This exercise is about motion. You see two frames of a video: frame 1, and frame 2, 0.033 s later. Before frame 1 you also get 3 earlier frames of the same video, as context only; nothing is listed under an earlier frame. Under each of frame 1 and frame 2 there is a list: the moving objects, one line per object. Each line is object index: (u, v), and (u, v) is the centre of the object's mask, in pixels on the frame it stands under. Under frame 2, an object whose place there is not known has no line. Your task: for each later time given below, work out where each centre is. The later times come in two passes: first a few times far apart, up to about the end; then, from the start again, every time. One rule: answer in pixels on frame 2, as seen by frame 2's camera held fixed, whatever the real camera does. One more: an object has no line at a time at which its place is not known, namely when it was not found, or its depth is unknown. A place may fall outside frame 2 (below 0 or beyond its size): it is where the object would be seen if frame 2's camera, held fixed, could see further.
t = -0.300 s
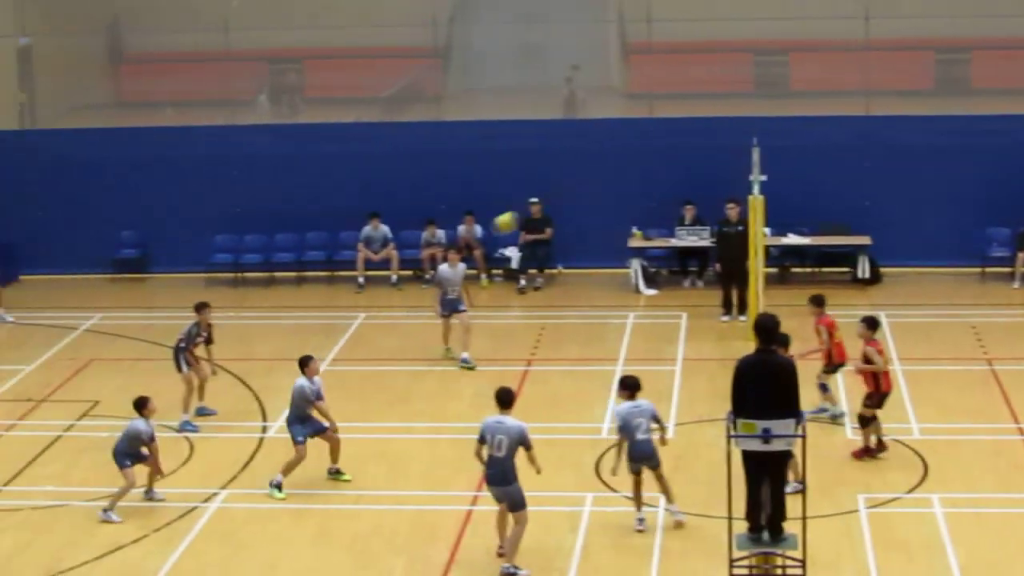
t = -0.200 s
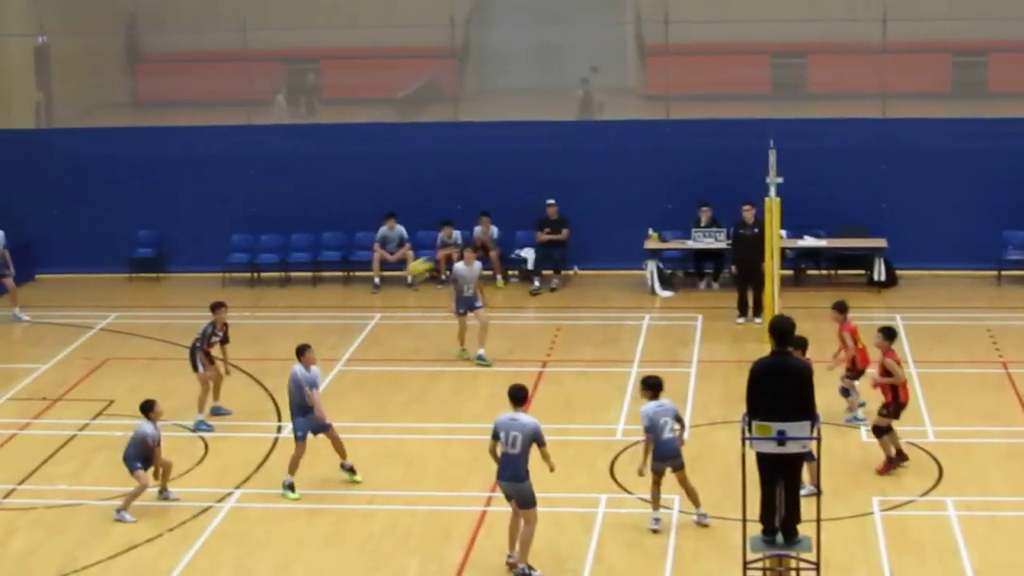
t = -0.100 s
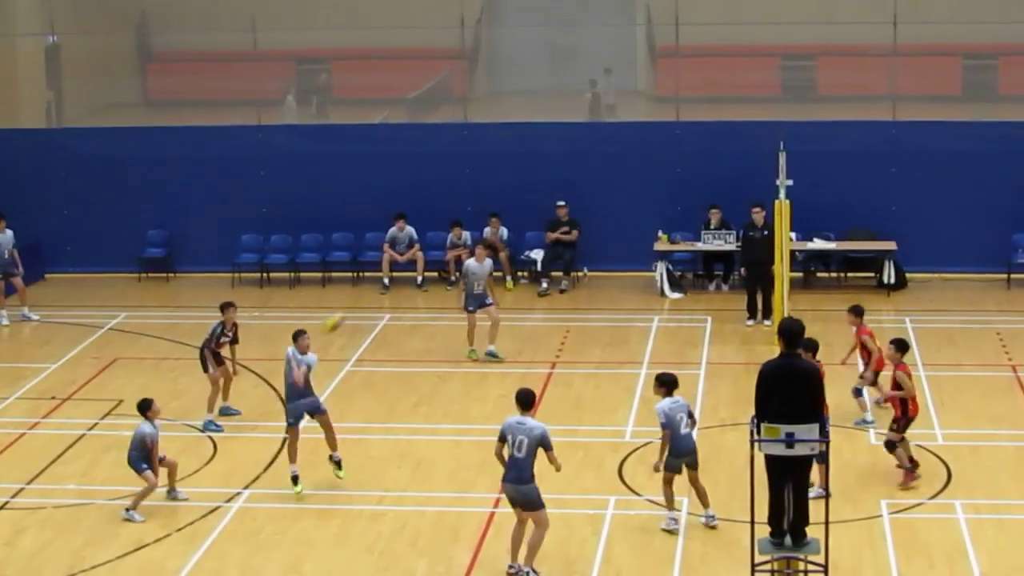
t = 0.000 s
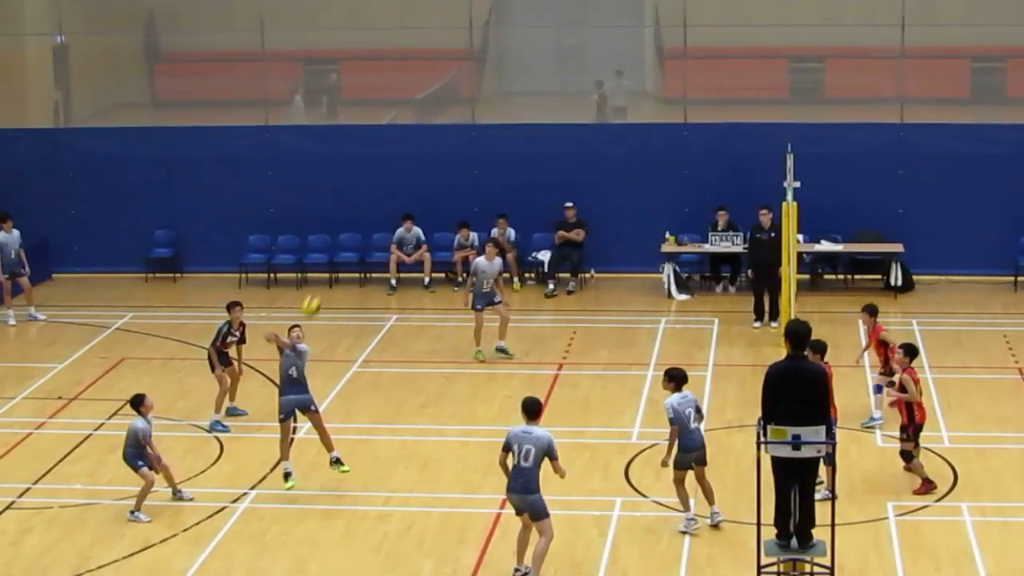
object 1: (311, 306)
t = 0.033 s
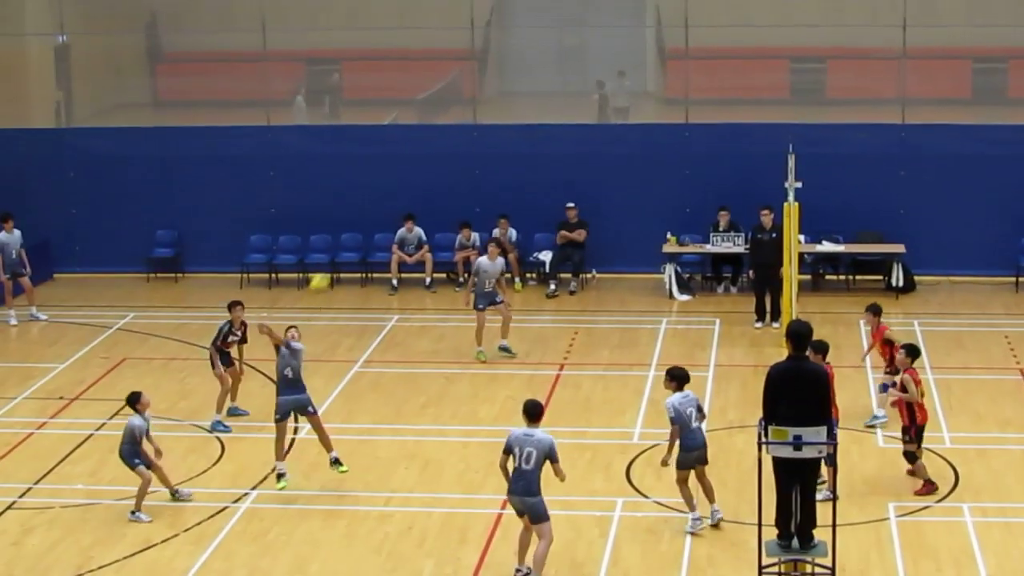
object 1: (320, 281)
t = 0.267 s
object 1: (370, 163)
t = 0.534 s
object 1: (428, 86)
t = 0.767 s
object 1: (479, 76)
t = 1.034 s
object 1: (537, 123)
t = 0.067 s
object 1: (327, 264)
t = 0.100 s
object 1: (334, 245)
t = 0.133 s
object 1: (341, 226)
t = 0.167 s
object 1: (349, 209)
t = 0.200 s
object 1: (356, 193)
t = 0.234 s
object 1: (363, 177)
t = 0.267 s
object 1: (370, 163)
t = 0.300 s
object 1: (378, 150)
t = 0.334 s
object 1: (385, 138)
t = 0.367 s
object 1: (392, 126)
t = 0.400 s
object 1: (399, 116)
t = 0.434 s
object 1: (407, 106)
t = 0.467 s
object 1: (414, 98)
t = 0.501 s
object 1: (422, 91)
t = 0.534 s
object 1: (428, 86)
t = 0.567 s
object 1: (436, 81)
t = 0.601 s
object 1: (444, 78)
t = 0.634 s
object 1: (451, 75)
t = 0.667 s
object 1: (458, 74)
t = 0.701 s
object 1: (464, 73)
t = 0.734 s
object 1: (472, 74)
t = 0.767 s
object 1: (479, 76)
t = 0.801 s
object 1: (486, 78)
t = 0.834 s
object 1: (493, 81)
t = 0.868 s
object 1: (500, 85)
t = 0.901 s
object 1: (507, 92)
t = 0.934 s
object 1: (515, 97)
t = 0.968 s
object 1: (522, 105)
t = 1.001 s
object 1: (529, 114)
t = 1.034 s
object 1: (537, 123)
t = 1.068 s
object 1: (543, 134)
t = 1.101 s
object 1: (550, 145)
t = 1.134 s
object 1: (556, 158)
